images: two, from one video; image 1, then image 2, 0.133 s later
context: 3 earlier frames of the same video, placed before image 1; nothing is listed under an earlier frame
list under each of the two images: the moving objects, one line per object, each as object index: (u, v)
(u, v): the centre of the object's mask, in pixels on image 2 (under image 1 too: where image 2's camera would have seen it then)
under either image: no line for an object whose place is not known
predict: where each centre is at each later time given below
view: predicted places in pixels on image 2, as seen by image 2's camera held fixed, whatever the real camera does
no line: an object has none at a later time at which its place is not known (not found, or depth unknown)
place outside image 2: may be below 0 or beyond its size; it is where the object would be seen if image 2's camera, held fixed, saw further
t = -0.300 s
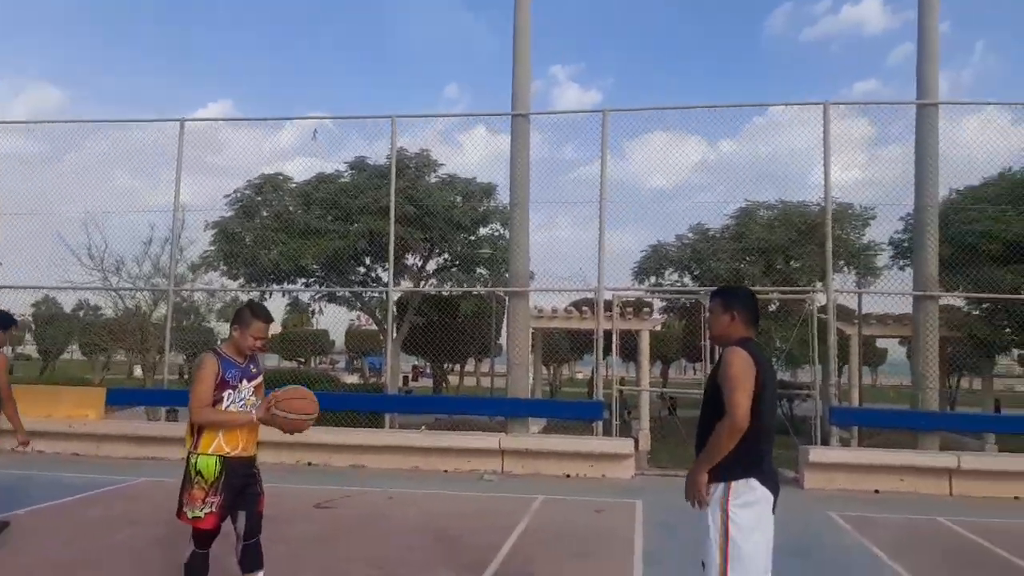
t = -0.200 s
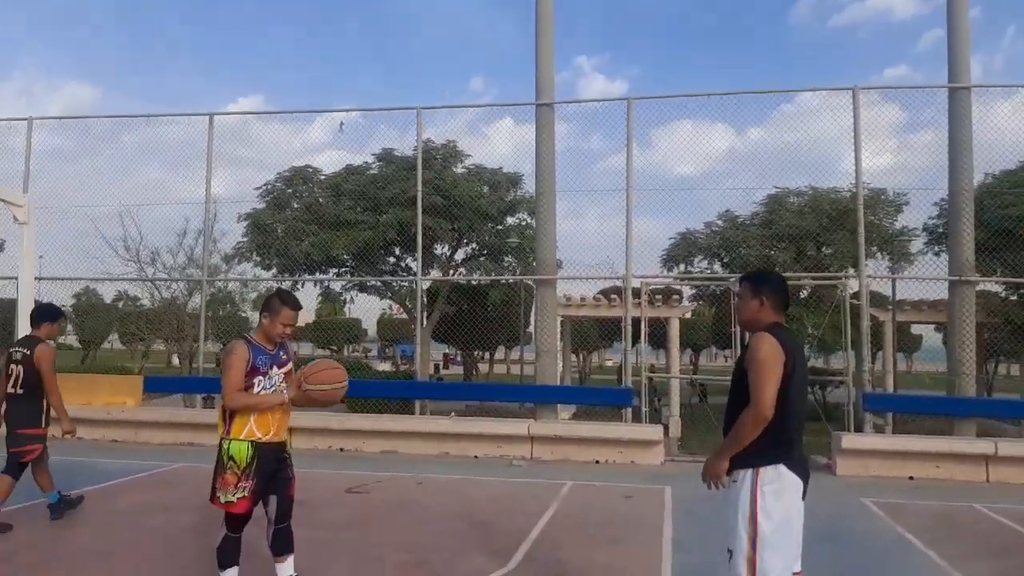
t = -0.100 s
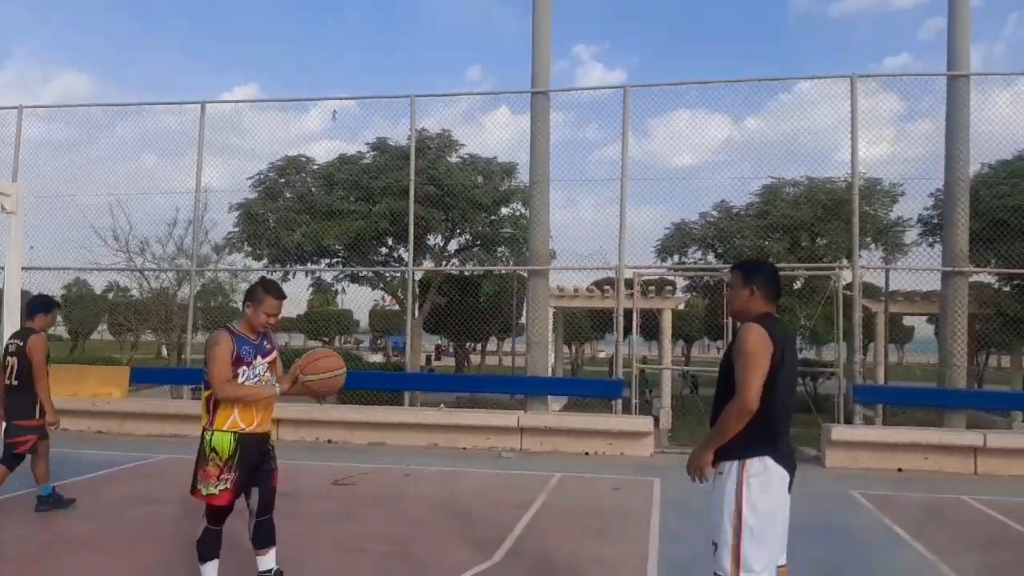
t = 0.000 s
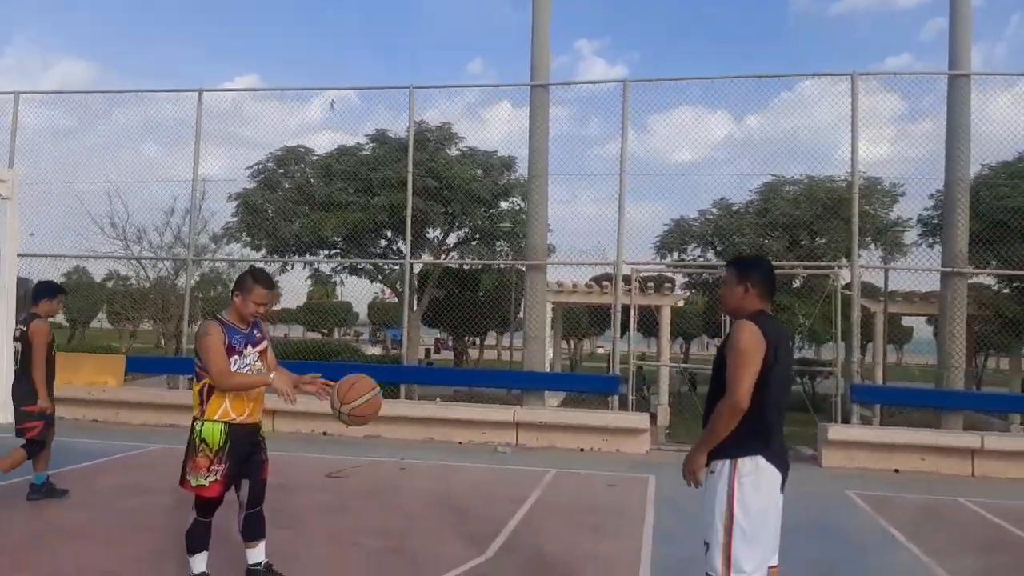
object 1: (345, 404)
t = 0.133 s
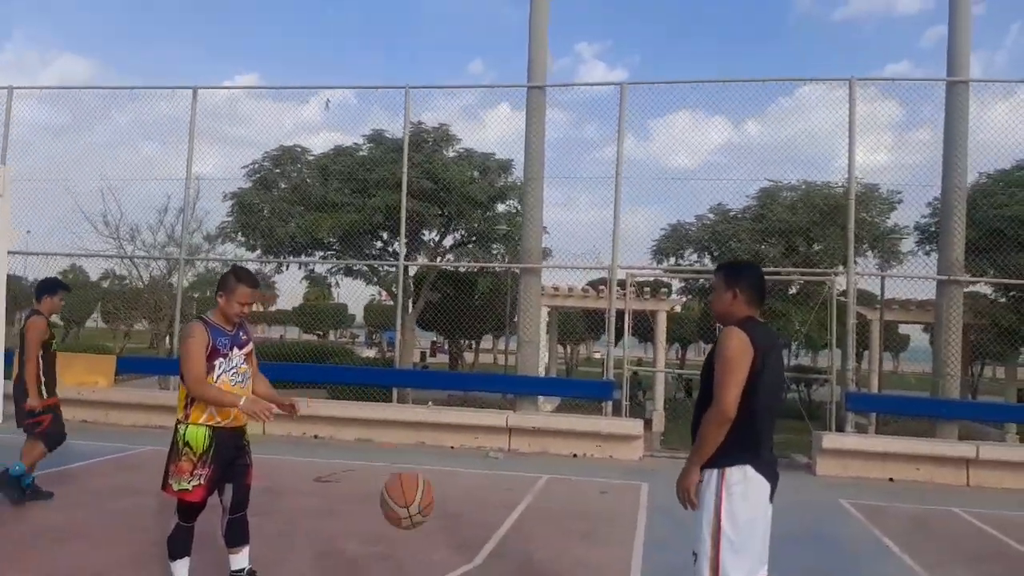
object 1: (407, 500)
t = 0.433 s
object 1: (511, 508)
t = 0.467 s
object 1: (519, 492)
